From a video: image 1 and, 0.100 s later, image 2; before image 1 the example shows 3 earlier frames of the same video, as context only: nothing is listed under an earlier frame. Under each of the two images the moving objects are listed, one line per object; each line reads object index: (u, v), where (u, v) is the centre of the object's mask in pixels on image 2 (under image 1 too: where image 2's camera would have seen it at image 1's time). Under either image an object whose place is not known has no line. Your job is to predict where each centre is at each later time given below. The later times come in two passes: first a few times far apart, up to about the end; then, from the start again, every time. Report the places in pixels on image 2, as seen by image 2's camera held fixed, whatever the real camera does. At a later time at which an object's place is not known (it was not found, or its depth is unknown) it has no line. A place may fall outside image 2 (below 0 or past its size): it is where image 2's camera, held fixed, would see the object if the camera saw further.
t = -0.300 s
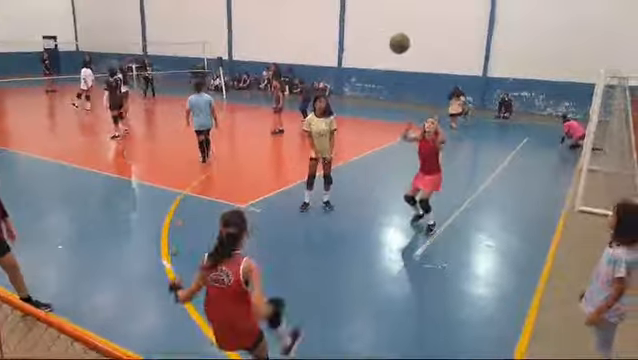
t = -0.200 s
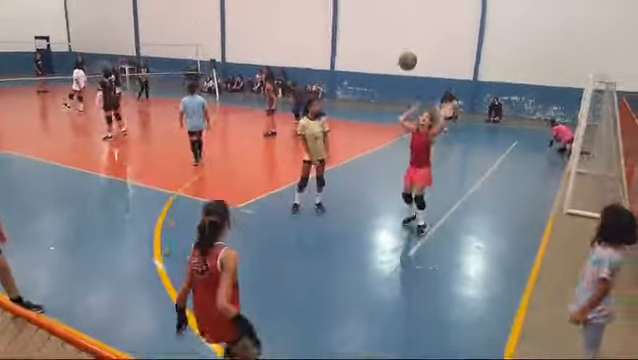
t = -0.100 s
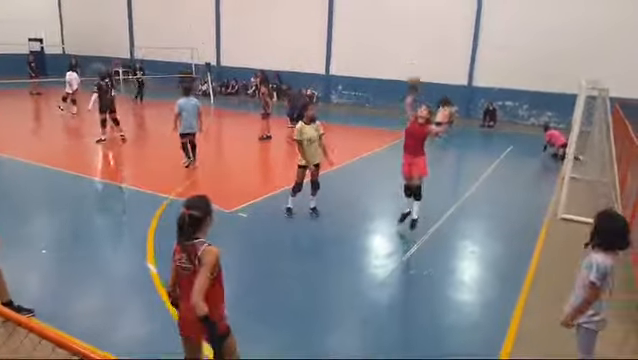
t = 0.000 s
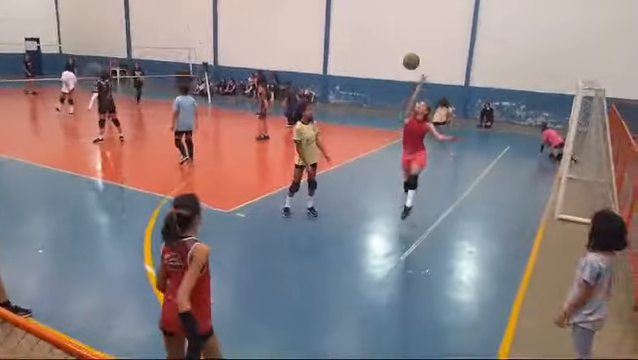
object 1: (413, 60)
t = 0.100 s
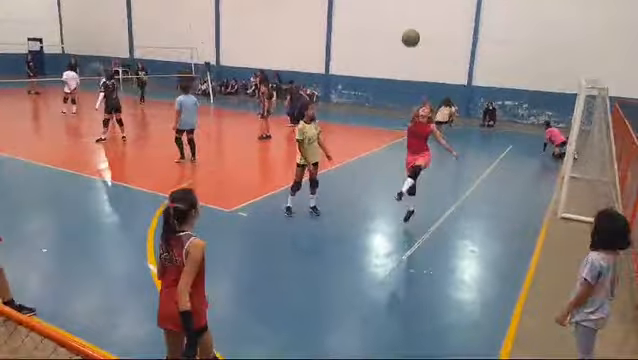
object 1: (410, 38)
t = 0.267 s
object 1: (404, 16)
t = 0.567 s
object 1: (382, 41)
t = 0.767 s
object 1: (359, 127)
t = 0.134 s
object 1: (409, 32)
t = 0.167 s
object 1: (408, 26)
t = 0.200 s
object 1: (407, 22)
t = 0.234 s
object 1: (405, 19)
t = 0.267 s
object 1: (404, 16)
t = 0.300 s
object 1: (402, 15)
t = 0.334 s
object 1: (400, 15)
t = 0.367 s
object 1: (398, 15)
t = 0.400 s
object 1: (396, 16)
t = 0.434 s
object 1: (393, 17)
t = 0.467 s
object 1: (391, 21)
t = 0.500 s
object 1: (388, 26)
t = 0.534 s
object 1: (385, 33)
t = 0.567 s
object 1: (382, 41)
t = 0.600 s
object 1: (379, 51)
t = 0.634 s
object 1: (375, 62)
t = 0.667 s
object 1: (372, 74)
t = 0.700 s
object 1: (368, 91)
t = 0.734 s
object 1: (364, 108)
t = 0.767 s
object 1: (359, 127)
